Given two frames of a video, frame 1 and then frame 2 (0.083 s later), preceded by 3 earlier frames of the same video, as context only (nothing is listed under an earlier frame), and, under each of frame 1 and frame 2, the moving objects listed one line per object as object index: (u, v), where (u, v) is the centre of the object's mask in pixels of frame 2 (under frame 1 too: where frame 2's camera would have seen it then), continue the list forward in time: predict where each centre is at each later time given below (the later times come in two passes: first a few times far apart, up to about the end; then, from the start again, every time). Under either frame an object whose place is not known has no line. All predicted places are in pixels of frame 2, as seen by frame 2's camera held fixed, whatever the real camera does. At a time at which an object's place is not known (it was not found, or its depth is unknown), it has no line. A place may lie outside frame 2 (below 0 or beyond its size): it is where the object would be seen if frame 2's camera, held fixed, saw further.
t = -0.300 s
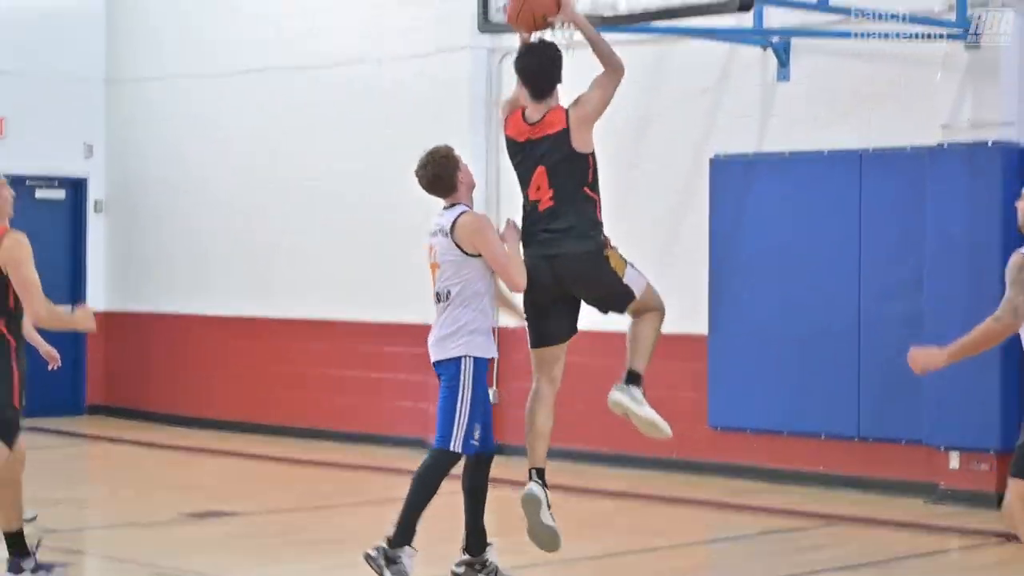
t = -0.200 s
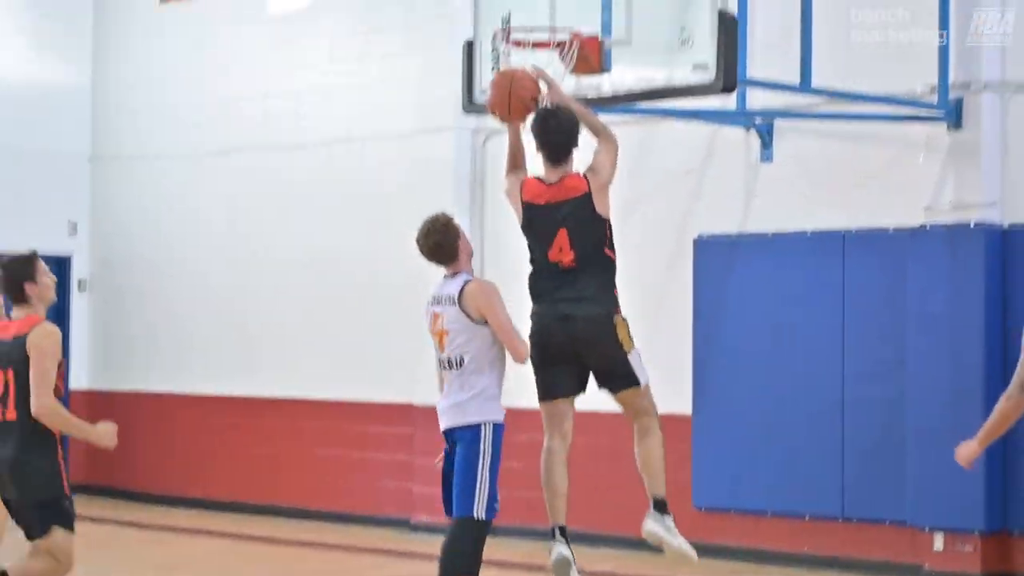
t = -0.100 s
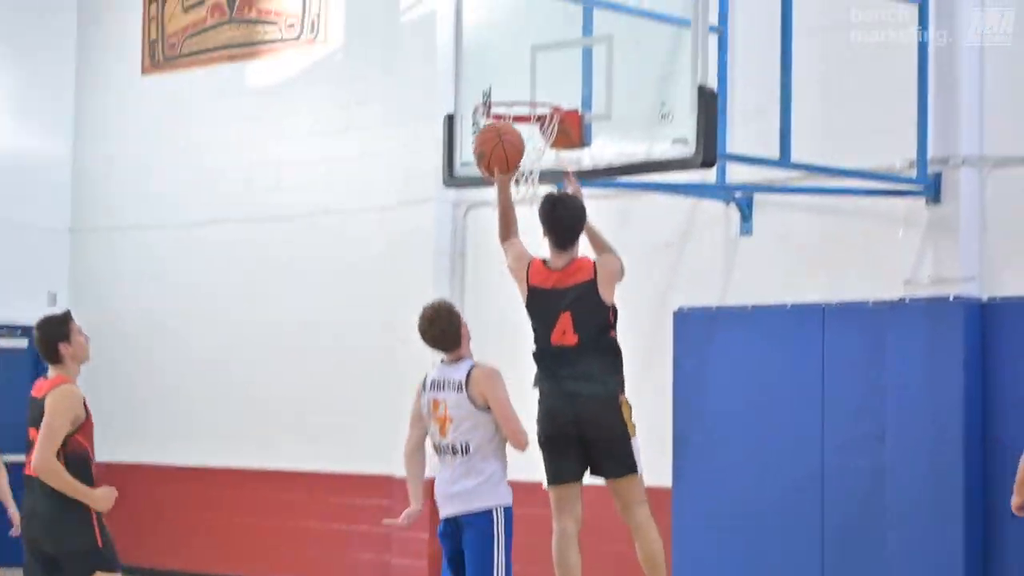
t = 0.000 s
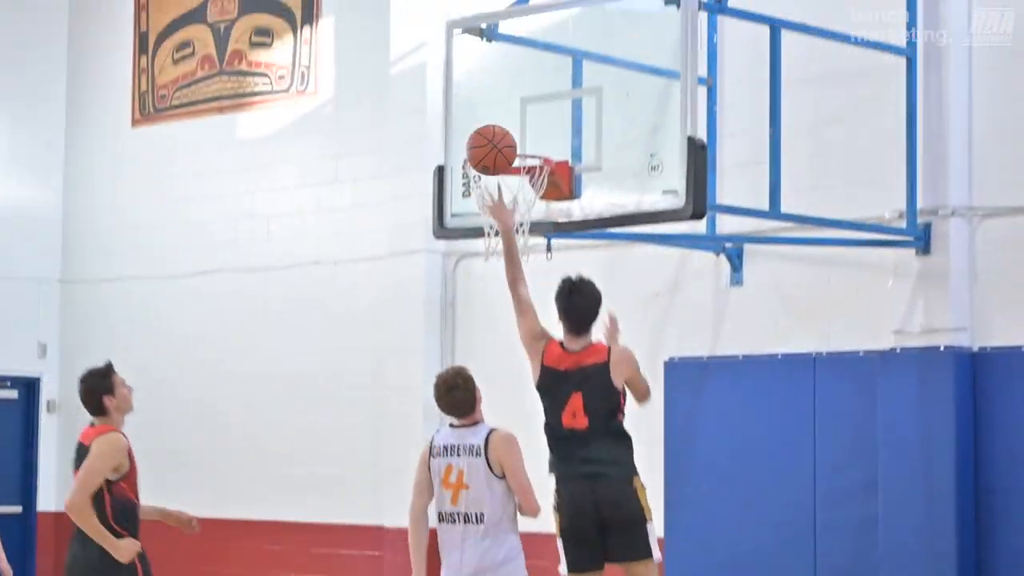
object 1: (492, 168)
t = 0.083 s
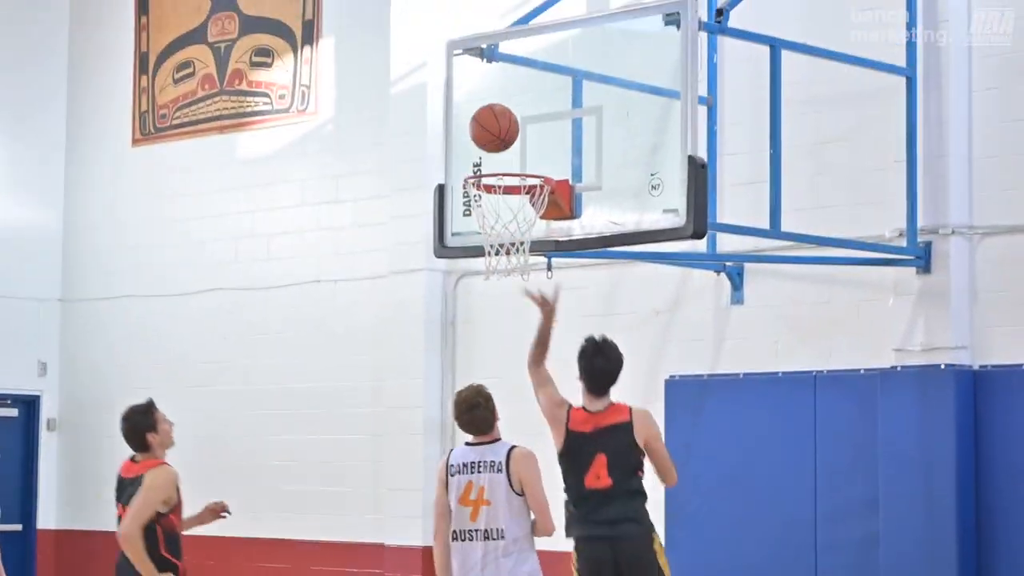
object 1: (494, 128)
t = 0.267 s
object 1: (499, 91)
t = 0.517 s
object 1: (503, 144)
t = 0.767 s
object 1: (497, 173)
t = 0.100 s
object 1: (494, 122)
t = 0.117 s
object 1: (495, 116)
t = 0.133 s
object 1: (495, 111)
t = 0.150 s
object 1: (496, 106)
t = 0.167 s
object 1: (496, 102)
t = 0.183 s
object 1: (497, 99)
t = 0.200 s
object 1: (497, 96)
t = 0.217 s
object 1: (497, 94)
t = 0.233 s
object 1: (498, 92)
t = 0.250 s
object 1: (498, 91)
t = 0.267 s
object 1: (499, 91)
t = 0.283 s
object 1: (499, 91)
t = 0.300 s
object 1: (499, 91)
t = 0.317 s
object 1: (500, 92)
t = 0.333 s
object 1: (500, 94)
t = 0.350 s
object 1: (500, 96)
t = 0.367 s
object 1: (500, 99)
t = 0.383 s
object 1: (501, 102)
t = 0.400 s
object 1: (501, 105)
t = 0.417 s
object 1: (501, 109)
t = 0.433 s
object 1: (502, 114)
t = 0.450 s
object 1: (502, 119)
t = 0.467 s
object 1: (502, 124)
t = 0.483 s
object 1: (502, 130)
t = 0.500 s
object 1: (502, 137)
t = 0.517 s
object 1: (503, 144)
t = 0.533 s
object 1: (503, 151)
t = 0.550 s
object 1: (503, 156)
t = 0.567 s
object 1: (503, 161)
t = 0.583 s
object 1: (504, 170)
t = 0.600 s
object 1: (507, 172)
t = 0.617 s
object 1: (510, 172)
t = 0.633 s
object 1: (515, 164)
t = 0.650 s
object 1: (519, 163)
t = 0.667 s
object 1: (521, 172)
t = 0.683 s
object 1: (521, 173)
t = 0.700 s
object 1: (515, 169)
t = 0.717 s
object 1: (512, 171)
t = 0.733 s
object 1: (508, 167)
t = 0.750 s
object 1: (502, 172)
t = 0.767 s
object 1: (497, 173)
